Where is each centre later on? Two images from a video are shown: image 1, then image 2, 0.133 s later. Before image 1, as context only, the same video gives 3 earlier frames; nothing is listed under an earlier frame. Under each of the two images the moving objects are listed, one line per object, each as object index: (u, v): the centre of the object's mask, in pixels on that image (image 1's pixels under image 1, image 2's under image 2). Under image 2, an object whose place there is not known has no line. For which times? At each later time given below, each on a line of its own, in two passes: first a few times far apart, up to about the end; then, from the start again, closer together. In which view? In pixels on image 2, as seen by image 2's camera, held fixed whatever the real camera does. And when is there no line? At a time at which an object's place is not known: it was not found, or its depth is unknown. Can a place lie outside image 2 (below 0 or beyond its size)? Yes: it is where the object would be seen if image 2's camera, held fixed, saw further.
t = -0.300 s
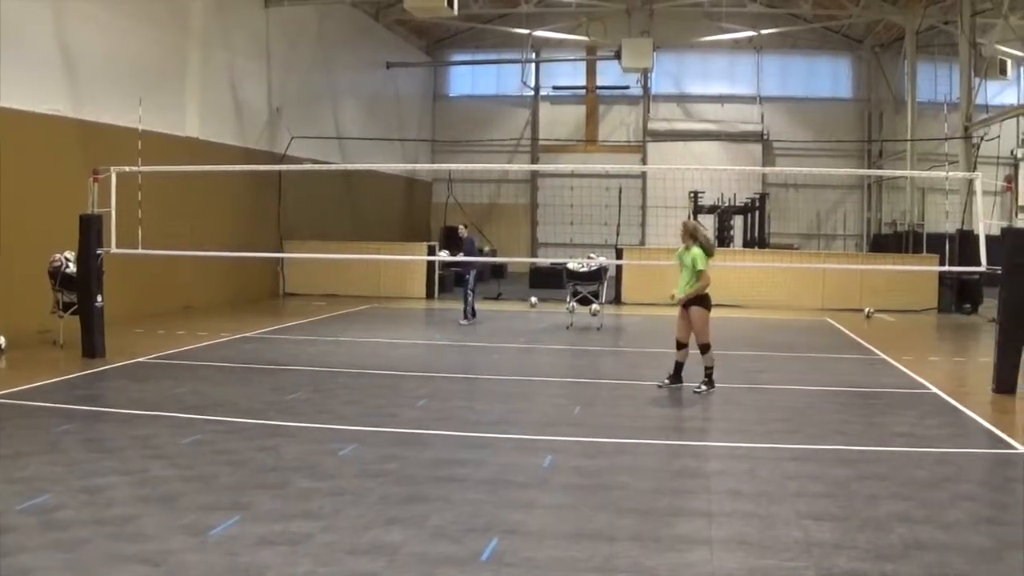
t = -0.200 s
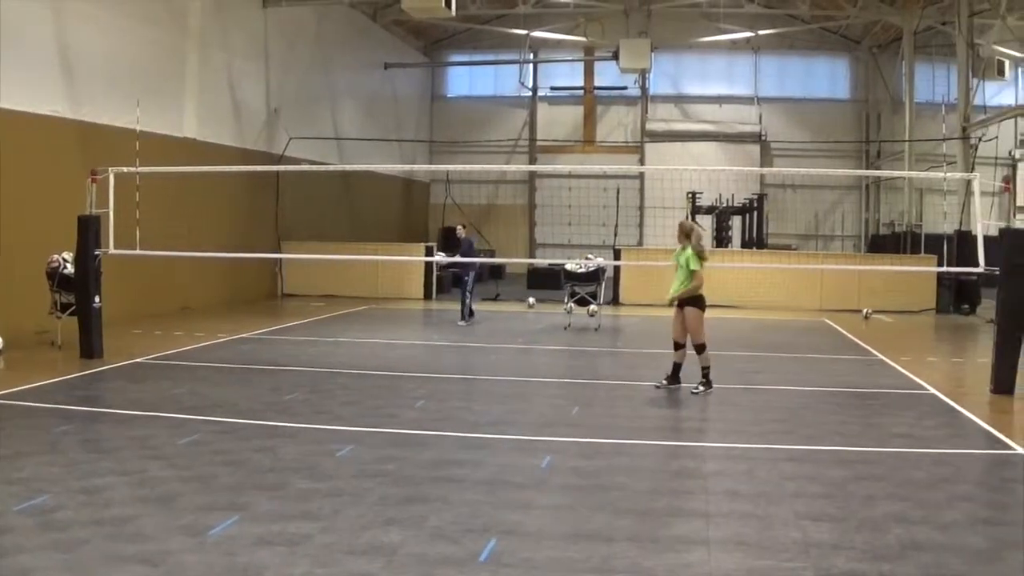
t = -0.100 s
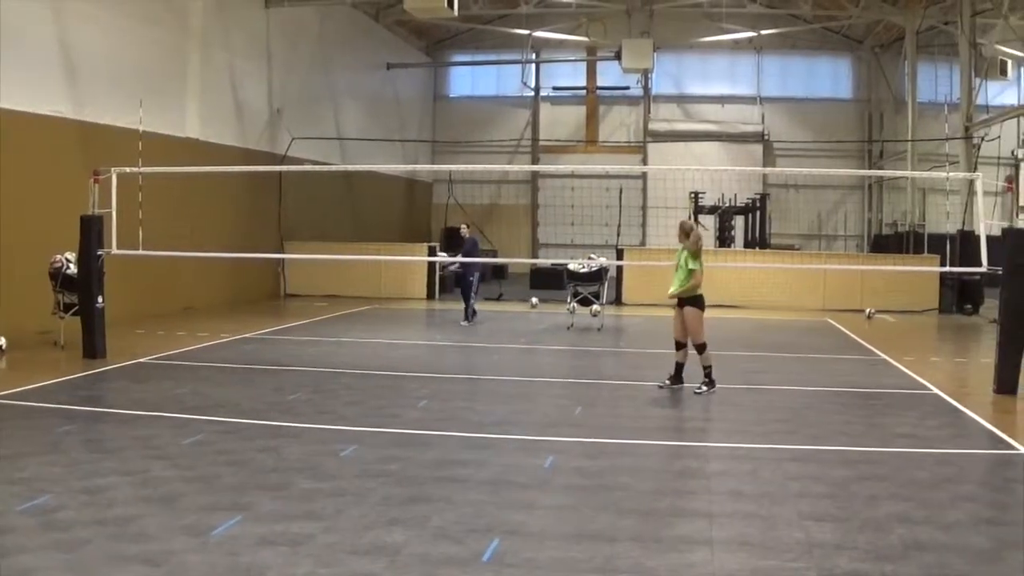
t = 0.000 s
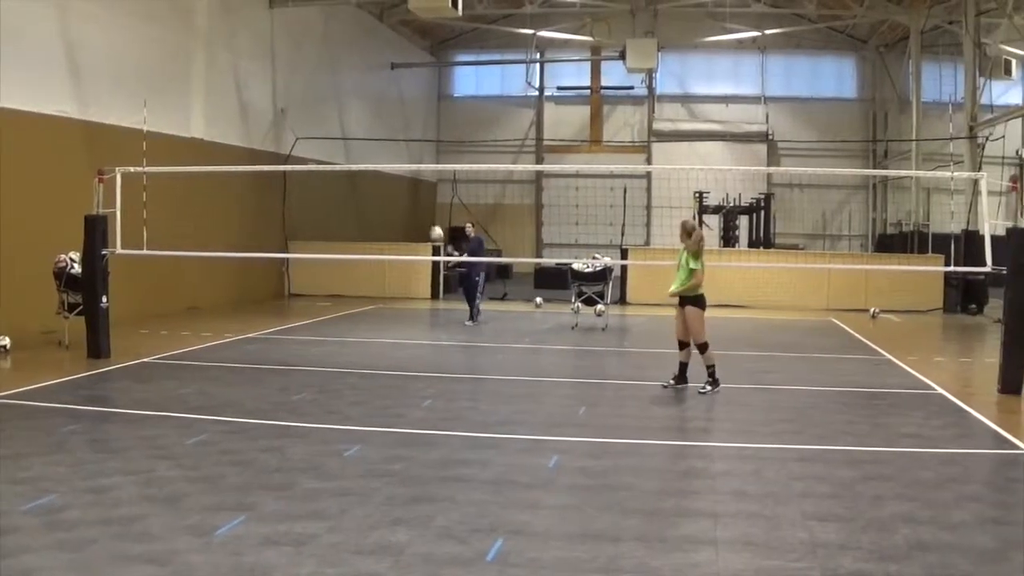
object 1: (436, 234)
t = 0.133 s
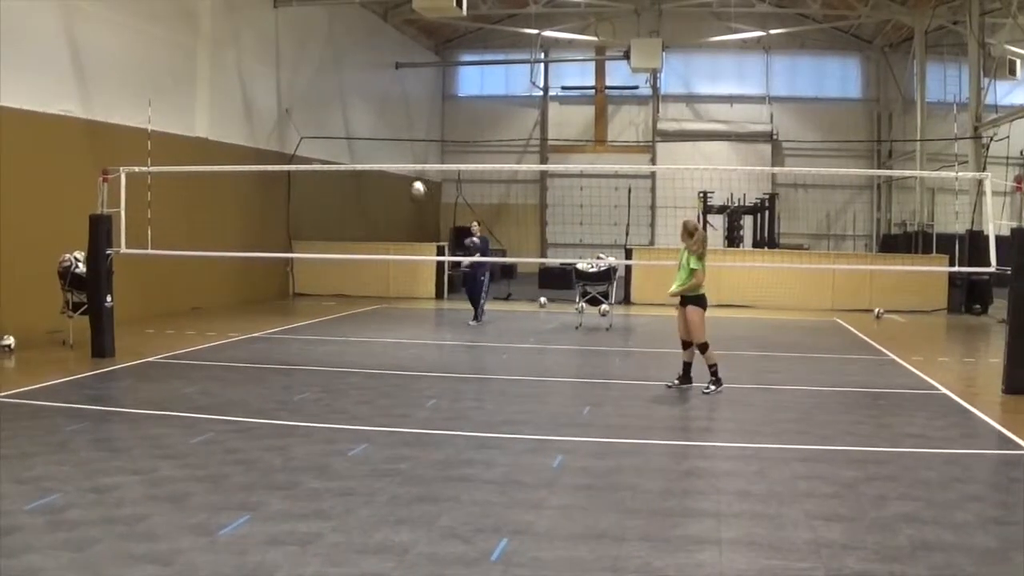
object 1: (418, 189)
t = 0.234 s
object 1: (401, 159)
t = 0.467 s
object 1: (348, 119)
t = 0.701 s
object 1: (278, 124)
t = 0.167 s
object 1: (412, 179)
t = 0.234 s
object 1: (401, 159)
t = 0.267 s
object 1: (394, 152)
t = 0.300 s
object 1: (387, 145)
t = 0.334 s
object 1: (380, 139)
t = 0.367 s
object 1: (372, 133)
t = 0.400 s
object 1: (364, 128)
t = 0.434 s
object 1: (356, 122)
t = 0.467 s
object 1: (348, 119)
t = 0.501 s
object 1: (339, 117)
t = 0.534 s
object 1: (329, 116)
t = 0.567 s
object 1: (319, 114)
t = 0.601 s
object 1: (309, 115)
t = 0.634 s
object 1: (300, 117)
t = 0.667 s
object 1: (289, 119)
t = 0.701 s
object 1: (278, 124)
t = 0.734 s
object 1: (265, 129)
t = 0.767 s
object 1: (251, 134)
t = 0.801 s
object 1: (236, 142)
